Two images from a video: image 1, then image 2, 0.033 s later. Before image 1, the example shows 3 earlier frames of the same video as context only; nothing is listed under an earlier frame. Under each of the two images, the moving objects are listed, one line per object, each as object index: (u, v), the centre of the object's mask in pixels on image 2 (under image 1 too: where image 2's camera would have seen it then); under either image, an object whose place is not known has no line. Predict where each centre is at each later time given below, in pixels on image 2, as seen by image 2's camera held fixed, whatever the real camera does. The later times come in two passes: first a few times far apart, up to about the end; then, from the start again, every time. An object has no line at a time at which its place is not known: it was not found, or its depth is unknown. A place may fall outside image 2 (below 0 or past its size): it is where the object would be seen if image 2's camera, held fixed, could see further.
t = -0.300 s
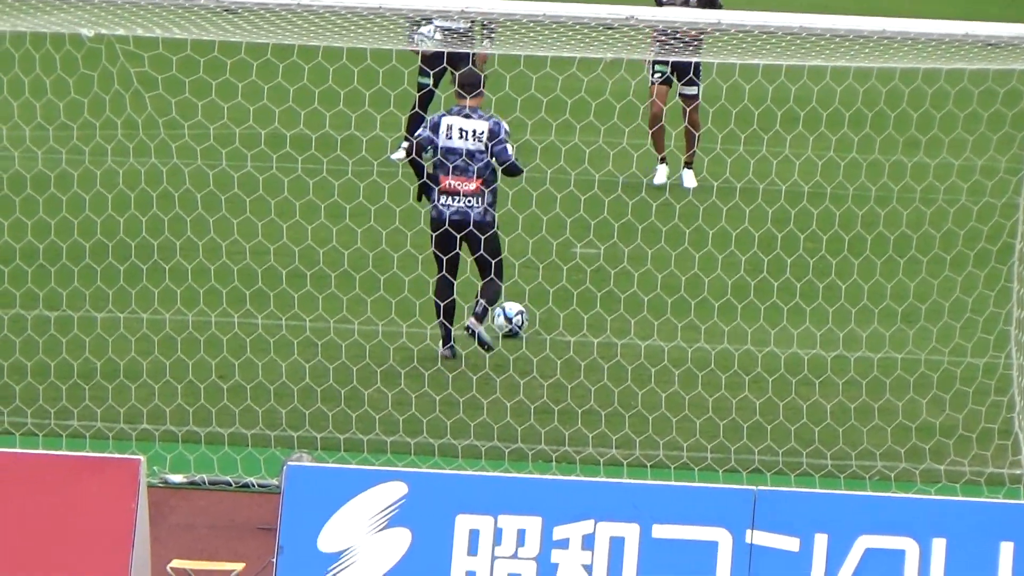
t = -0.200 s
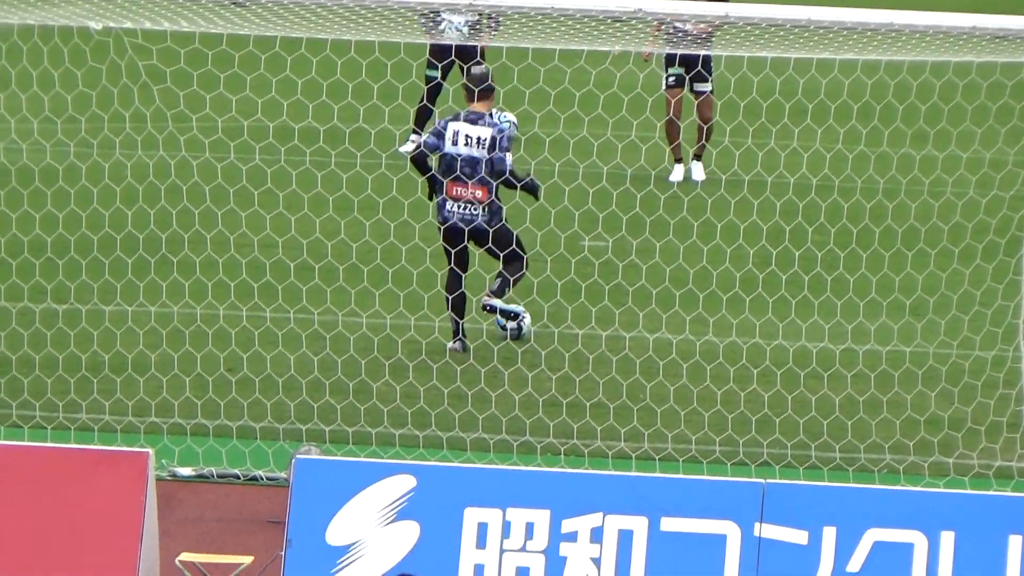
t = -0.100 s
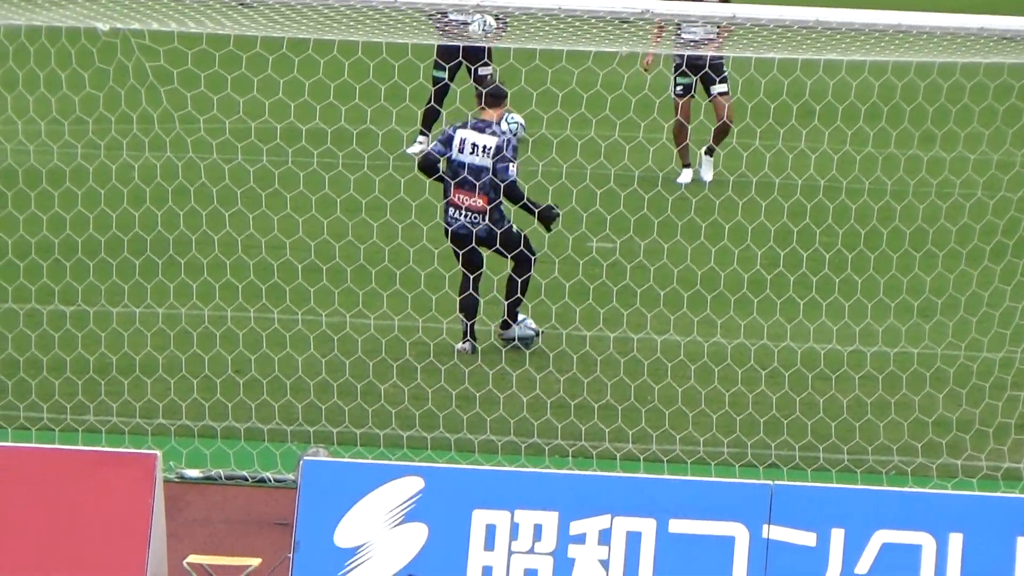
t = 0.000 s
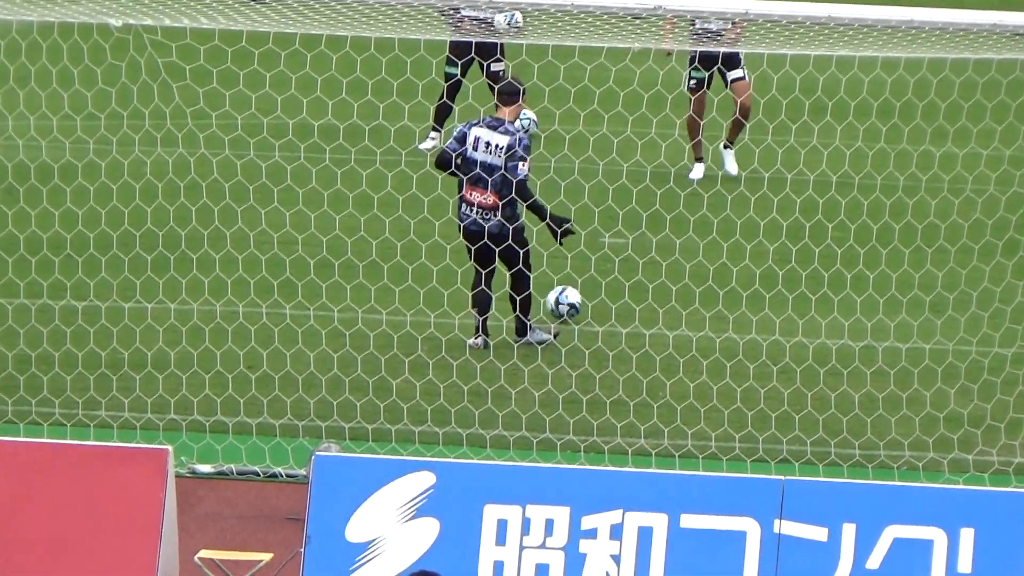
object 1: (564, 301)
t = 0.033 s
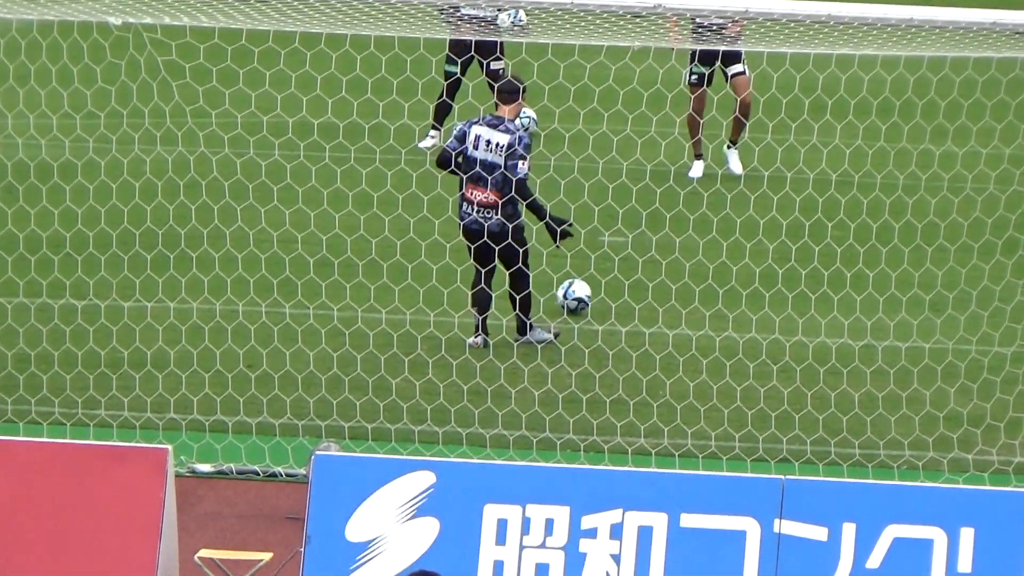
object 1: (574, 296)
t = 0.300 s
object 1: (649, 256)
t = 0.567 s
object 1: (707, 225)
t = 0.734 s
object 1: (736, 207)
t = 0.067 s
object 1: (585, 291)
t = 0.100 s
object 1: (595, 286)
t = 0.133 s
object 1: (605, 280)
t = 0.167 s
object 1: (614, 275)
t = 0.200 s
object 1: (623, 270)
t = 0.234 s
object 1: (633, 266)
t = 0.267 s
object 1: (640, 260)
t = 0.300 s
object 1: (649, 256)
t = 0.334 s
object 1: (657, 253)
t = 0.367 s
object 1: (664, 248)
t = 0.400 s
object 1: (671, 243)
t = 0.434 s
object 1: (679, 239)
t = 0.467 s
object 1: (687, 236)
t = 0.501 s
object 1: (693, 232)
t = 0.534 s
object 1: (701, 228)
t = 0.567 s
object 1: (707, 225)
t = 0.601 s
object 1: (714, 221)
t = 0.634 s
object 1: (720, 218)
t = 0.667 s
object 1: (726, 214)
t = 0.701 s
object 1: (731, 210)
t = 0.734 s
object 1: (736, 207)
